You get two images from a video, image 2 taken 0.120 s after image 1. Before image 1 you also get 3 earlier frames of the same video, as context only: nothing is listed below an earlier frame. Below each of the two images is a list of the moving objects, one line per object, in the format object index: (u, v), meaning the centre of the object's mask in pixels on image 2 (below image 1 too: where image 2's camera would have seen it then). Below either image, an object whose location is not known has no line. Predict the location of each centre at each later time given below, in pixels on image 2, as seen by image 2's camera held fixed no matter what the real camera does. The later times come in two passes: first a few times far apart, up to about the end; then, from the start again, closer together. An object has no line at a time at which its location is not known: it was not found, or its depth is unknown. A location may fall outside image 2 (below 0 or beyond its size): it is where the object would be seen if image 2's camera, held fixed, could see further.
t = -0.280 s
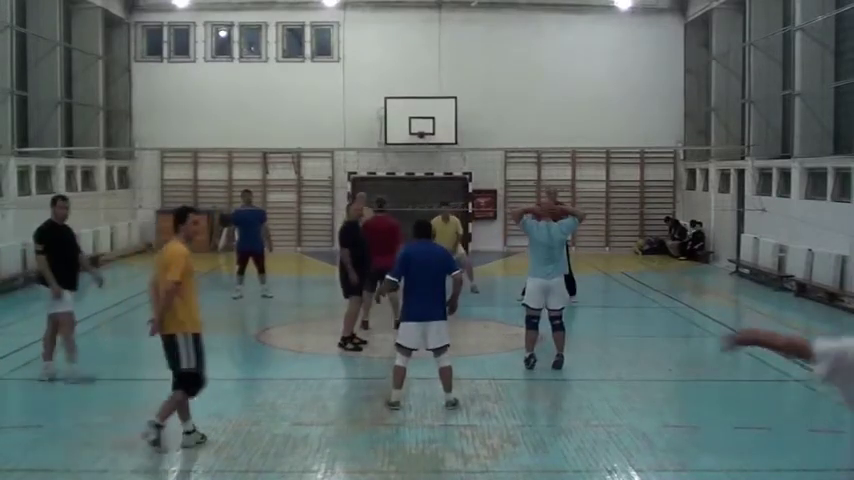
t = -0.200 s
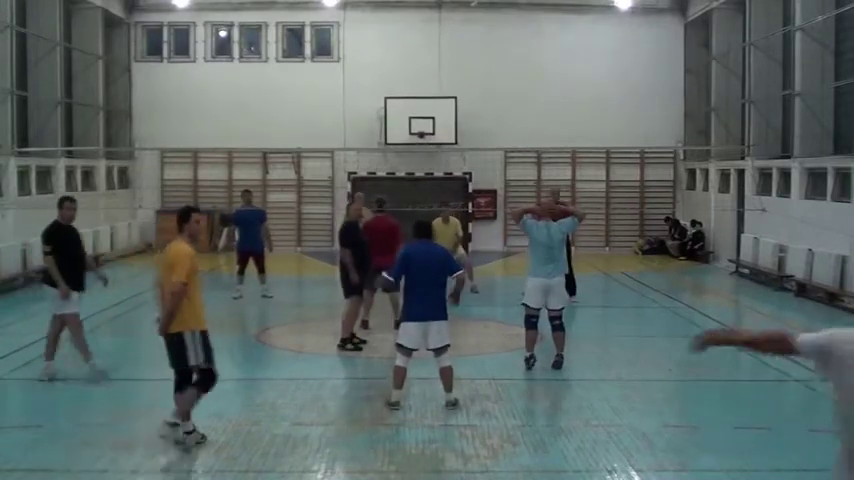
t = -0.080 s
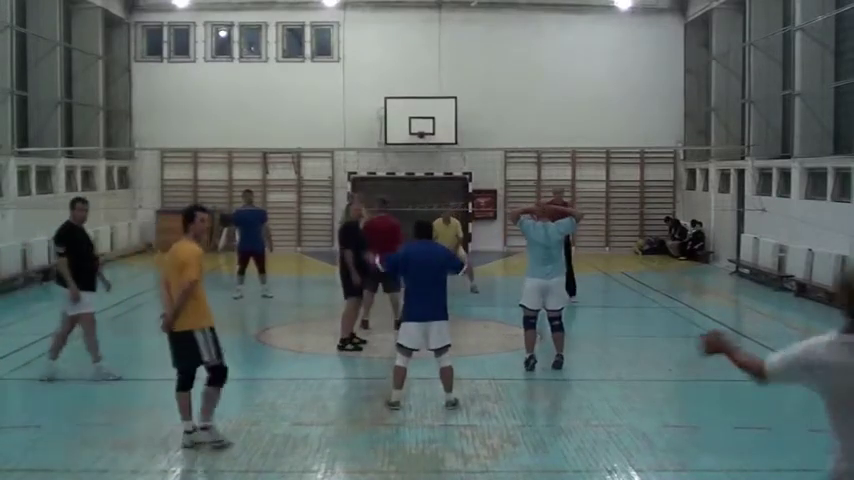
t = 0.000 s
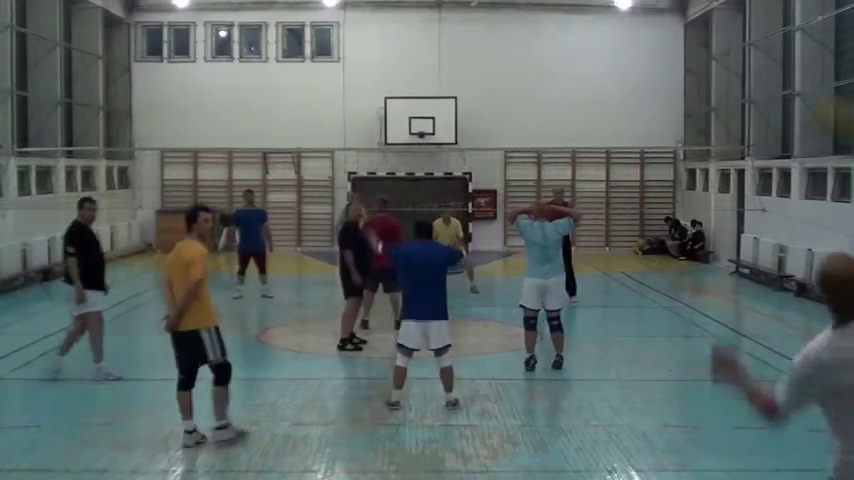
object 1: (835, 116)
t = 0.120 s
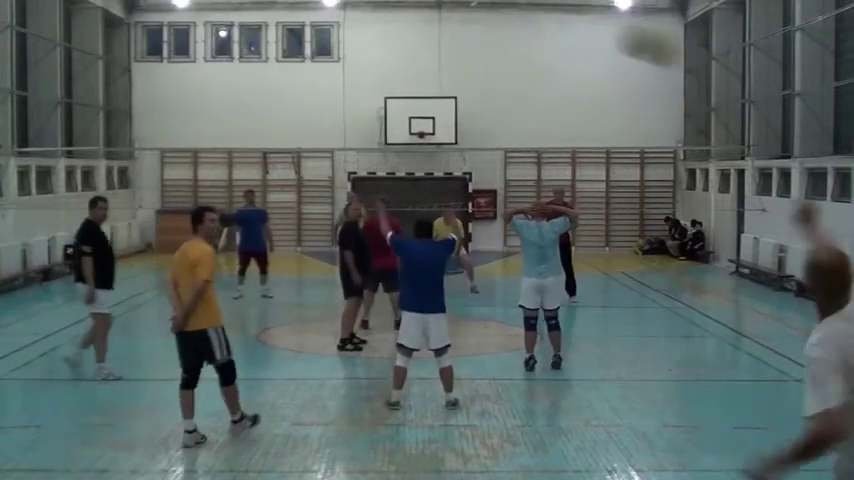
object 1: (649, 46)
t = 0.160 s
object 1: (607, 33)
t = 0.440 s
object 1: (426, 38)
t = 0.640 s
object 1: (367, 79)
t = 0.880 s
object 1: (323, 142)
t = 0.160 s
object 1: (607, 33)
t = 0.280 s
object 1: (509, 21)
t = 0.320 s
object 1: (483, 22)
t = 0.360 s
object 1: (463, 25)
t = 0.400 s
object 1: (442, 31)
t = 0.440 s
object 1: (426, 38)
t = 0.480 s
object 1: (412, 44)
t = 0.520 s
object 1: (398, 52)
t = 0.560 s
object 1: (386, 60)
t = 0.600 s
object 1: (376, 69)
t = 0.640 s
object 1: (367, 79)
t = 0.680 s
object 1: (358, 88)
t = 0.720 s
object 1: (349, 100)
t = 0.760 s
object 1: (342, 110)
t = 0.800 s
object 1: (334, 122)
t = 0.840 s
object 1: (328, 134)
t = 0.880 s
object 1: (323, 142)
